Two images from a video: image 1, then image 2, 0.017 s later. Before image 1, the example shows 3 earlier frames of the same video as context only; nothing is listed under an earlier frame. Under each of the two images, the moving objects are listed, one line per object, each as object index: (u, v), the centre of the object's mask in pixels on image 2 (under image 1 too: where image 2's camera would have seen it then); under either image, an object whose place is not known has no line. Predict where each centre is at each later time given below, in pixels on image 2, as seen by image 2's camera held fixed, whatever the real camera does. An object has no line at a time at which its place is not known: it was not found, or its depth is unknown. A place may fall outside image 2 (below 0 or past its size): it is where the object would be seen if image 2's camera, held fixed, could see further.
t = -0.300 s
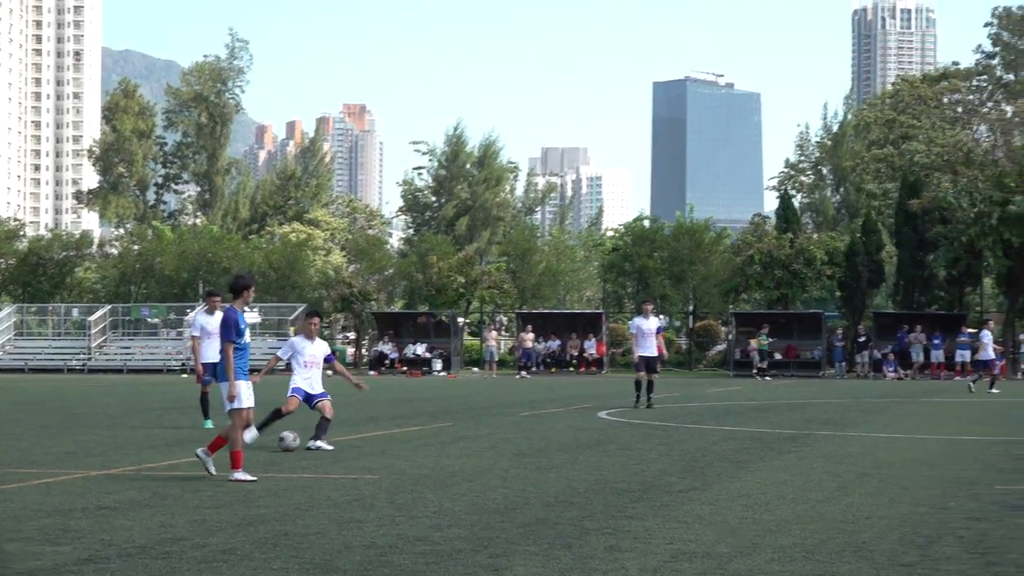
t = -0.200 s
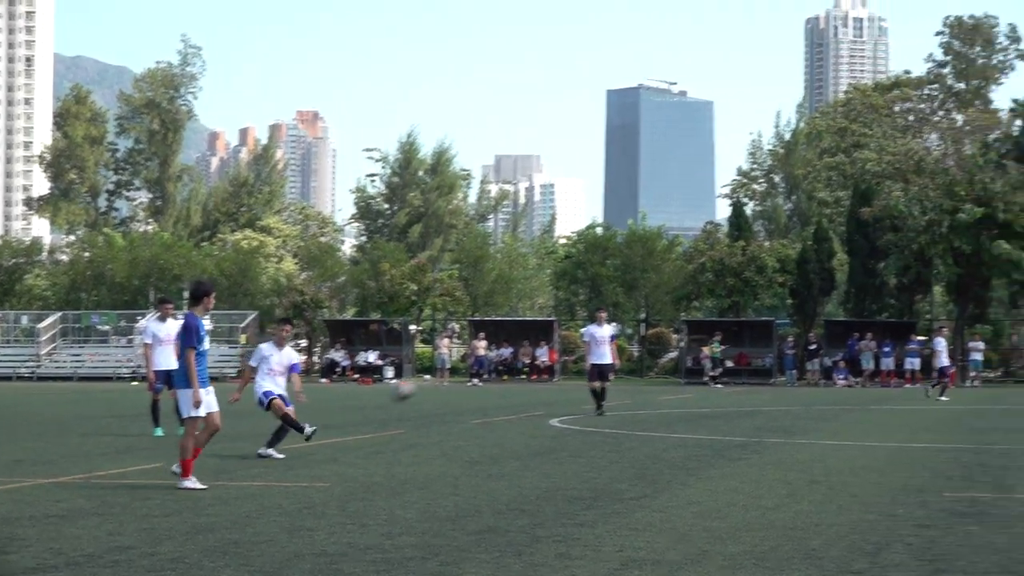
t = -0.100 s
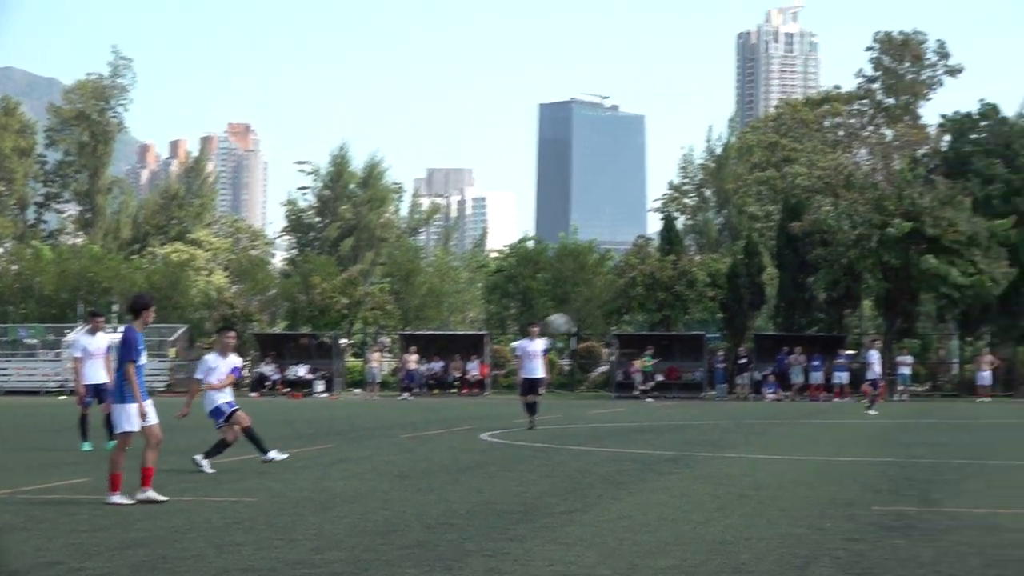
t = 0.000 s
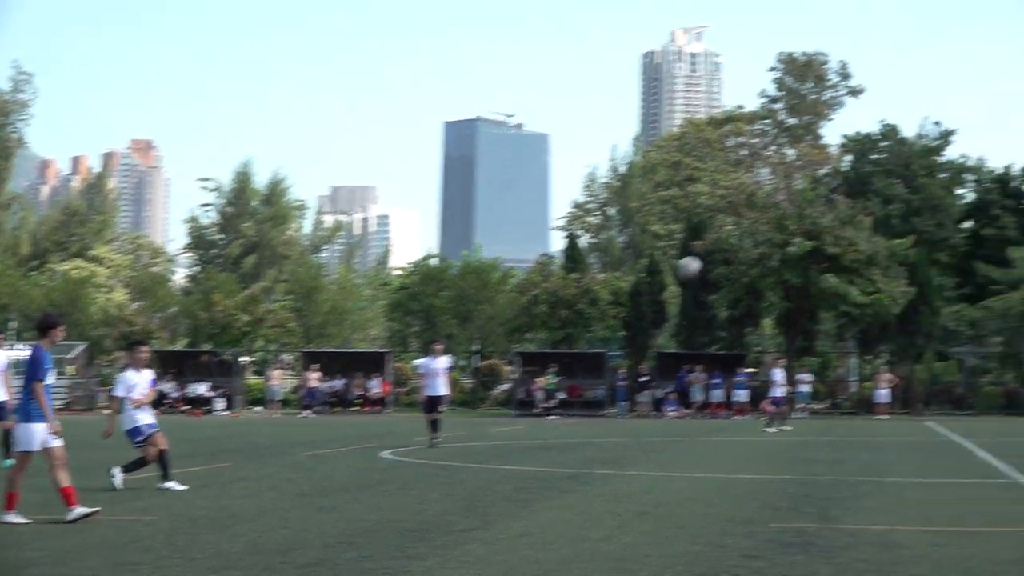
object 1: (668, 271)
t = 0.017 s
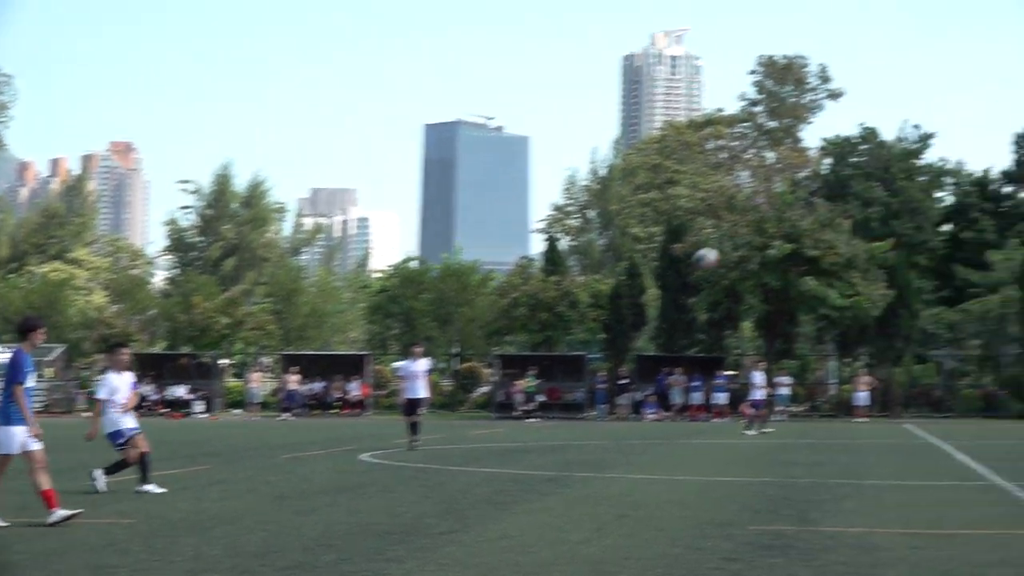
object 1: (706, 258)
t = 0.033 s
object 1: (746, 246)
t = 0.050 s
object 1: (785, 233)
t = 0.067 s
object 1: (823, 222)
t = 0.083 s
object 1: (863, 211)
